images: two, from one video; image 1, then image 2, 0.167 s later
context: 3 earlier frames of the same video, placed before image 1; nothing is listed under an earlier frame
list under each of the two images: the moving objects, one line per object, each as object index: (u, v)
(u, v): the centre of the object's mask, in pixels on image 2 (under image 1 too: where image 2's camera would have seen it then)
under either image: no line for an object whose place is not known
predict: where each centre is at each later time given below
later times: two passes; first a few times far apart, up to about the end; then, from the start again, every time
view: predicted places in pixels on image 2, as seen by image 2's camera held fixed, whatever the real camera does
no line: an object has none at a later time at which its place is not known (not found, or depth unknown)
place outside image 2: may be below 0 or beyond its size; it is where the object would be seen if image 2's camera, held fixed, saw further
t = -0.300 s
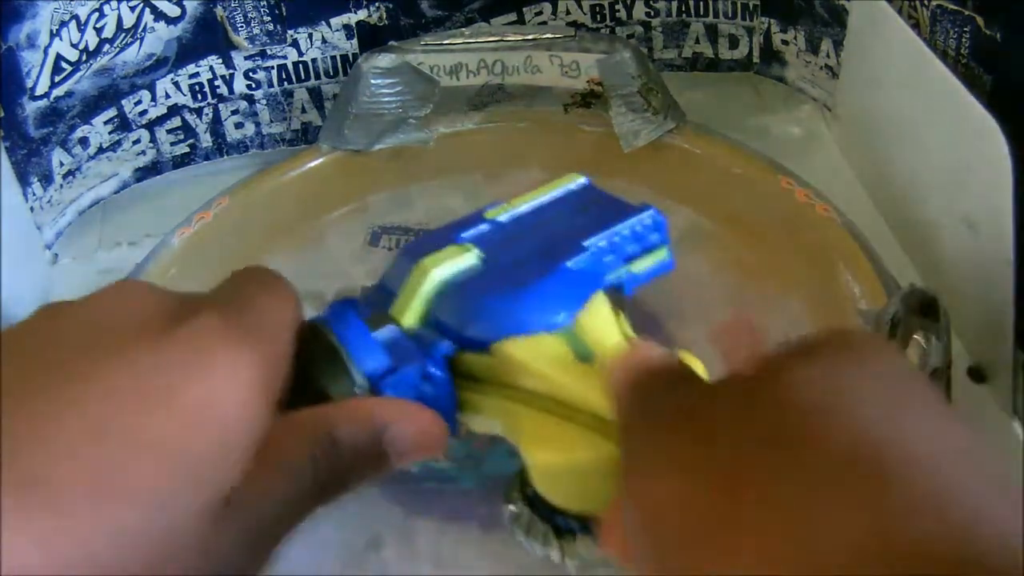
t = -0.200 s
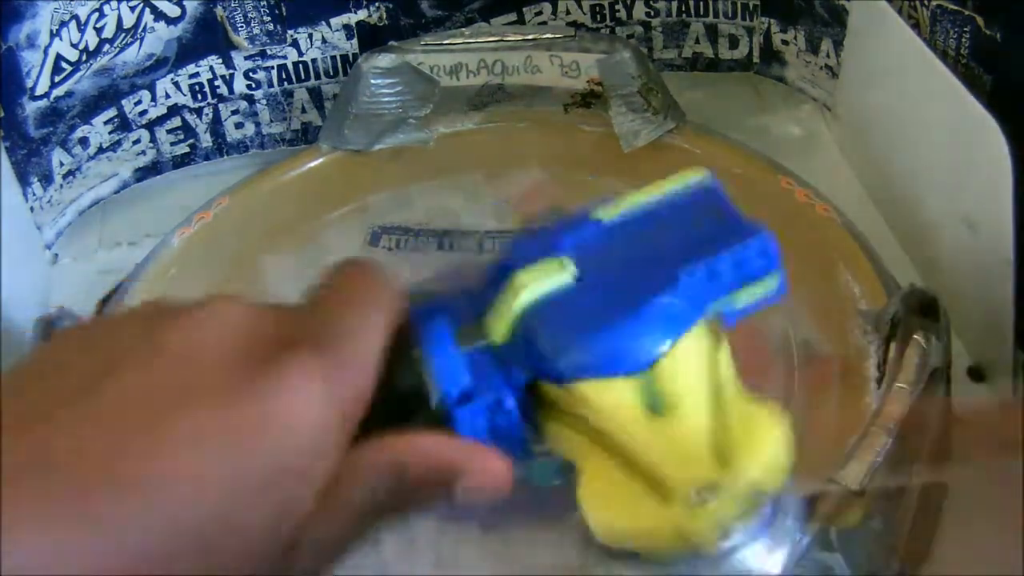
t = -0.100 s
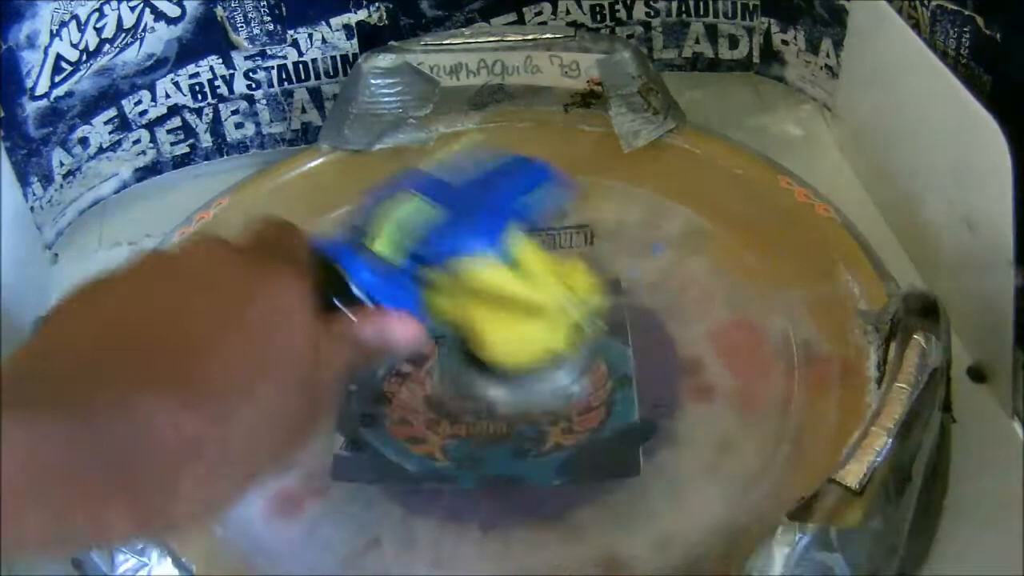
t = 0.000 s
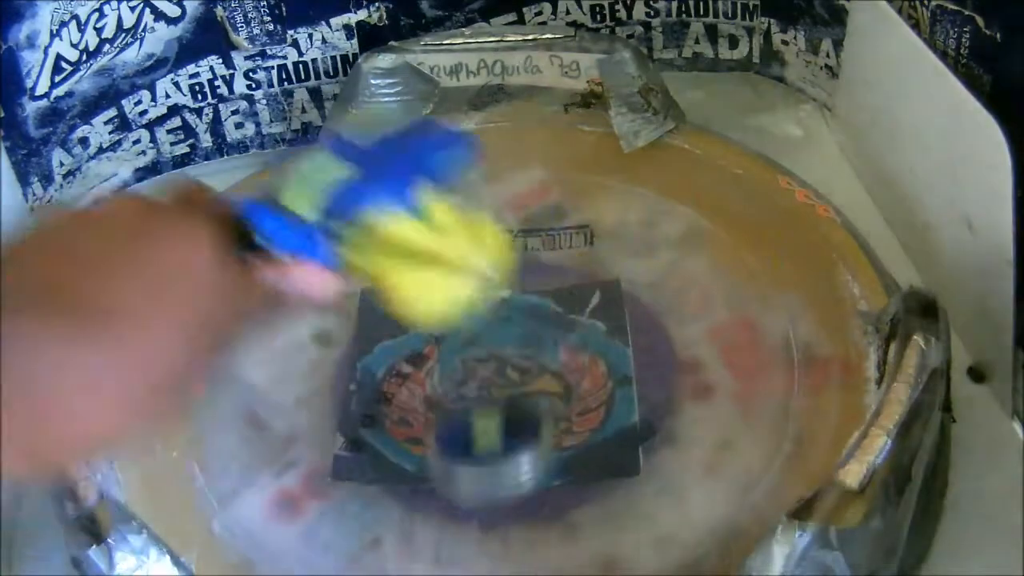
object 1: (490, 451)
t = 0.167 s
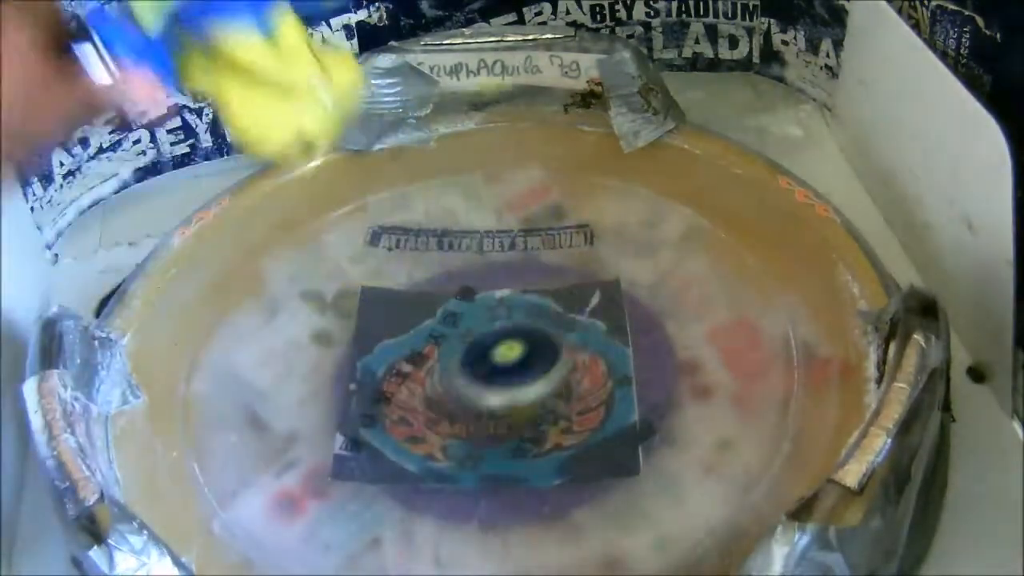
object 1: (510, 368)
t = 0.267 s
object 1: (536, 336)
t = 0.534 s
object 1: (432, 339)
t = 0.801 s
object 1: (527, 398)
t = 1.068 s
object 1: (513, 281)
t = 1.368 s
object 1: (360, 343)
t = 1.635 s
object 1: (541, 376)
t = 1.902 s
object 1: (518, 240)
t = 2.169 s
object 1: (354, 295)
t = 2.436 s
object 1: (525, 380)
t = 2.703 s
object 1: (596, 247)
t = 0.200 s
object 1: (520, 361)
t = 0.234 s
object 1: (530, 345)
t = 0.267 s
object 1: (536, 336)
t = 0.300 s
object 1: (537, 329)
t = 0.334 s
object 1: (531, 323)
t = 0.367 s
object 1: (519, 319)
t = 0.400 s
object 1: (504, 317)
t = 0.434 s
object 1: (487, 317)
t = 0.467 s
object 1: (465, 321)
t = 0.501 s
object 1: (445, 328)
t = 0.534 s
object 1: (432, 339)
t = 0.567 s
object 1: (423, 352)
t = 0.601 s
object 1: (424, 365)
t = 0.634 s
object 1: (432, 380)
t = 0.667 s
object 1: (443, 390)
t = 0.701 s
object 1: (461, 398)
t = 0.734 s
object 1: (484, 402)
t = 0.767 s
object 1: (510, 402)
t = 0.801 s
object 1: (527, 398)
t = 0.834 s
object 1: (549, 387)
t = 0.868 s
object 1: (564, 372)
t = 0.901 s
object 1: (568, 354)
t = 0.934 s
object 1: (568, 336)
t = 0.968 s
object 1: (562, 319)
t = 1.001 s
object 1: (549, 304)
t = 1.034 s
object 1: (532, 292)
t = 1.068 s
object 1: (513, 281)
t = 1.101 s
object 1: (488, 273)
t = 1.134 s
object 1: (462, 271)
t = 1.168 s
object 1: (437, 271)
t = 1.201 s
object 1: (414, 276)
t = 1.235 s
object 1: (393, 285)
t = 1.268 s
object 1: (375, 297)
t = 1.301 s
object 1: (363, 312)
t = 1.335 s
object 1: (359, 327)
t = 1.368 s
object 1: (360, 343)
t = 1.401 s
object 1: (369, 358)
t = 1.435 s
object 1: (386, 374)
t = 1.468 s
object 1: (408, 385)
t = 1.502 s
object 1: (430, 392)
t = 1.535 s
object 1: (464, 396)
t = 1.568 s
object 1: (492, 395)
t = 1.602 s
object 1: (518, 386)
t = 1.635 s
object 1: (541, 376)
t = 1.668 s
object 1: (559, 358)
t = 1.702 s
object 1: (568, 341)
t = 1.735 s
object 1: (572, 322)
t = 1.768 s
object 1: (572, 301)
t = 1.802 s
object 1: (568, 283)
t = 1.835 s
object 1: (554, 266)
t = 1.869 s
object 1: (540, 252)
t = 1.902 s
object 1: (518, 240)
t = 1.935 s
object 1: (495, 233)
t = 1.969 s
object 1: (468, 231)
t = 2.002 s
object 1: (441, 231)
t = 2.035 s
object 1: (417, 237)
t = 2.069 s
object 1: (392, 247)
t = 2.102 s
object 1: (376, 260)
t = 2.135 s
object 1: (361, 277)
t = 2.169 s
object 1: (354, 295)
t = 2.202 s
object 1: (357, 313)
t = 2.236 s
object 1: (367, 332)
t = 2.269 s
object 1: (384, 350)
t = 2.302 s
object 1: (407, 363)
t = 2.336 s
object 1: (432, 374)
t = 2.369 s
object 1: (464, 382)
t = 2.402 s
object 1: (493, 383)
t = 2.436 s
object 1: (525, 380)
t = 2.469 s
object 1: (553, 370)
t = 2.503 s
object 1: (577, 358)
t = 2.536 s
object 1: (594, 340)
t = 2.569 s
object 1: (607, 322)
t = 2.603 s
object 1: (614, 302)
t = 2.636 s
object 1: (616, 284)
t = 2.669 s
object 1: (611, 265)
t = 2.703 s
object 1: (596, 247)
